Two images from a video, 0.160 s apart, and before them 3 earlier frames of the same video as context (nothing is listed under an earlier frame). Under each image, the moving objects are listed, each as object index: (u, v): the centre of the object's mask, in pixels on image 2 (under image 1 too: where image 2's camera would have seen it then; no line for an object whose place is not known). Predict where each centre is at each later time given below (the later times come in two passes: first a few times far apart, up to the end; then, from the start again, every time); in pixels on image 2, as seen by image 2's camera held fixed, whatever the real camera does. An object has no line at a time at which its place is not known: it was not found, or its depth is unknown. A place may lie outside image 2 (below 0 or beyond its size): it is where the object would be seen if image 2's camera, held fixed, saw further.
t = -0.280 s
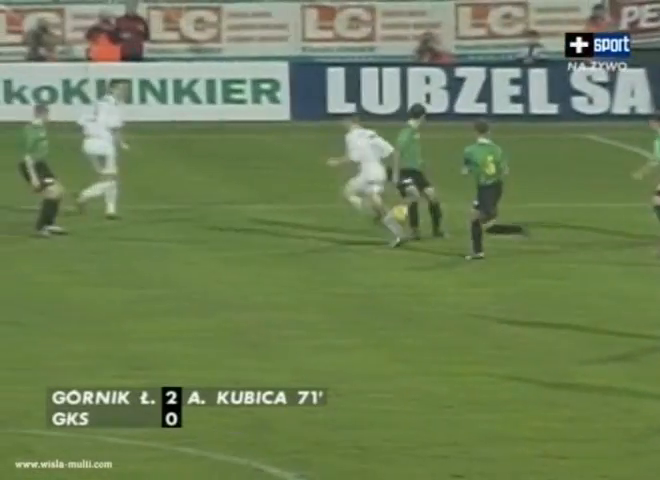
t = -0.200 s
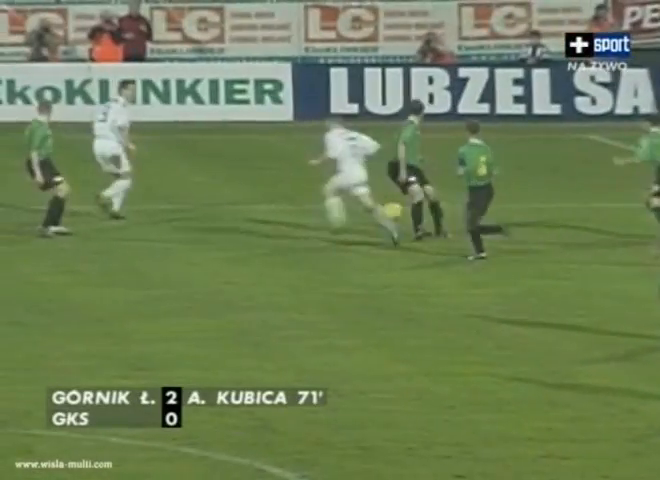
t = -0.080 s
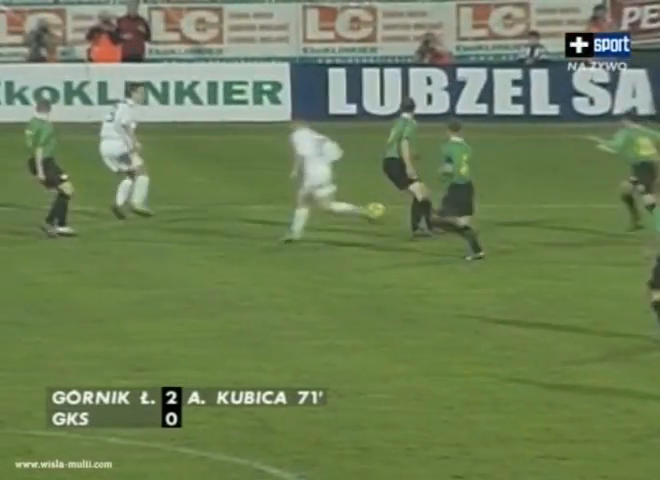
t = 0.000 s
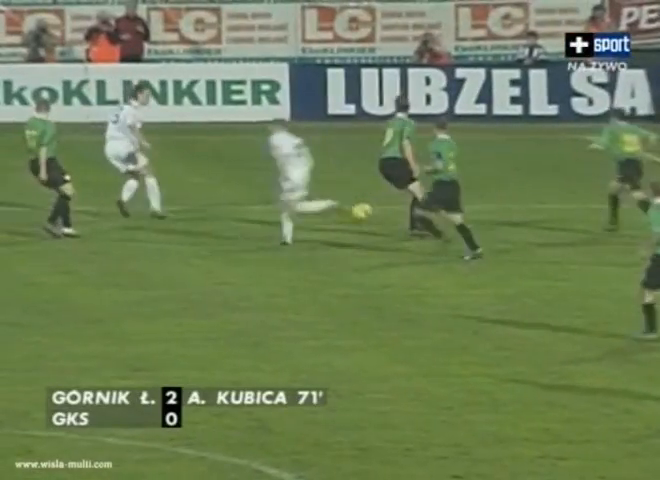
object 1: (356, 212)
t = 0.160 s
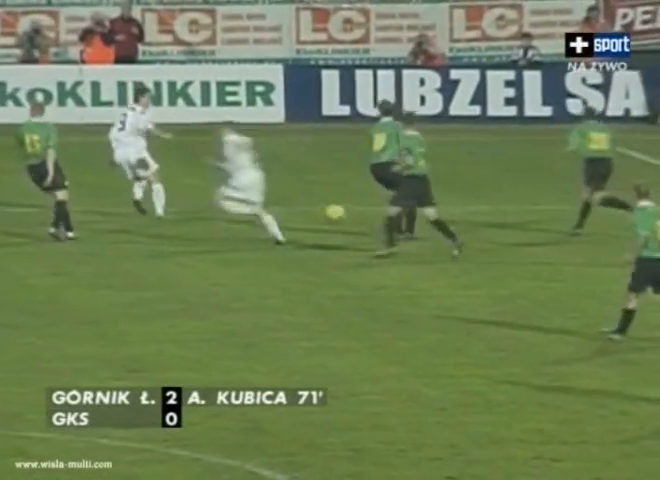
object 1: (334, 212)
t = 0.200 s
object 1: (329, 210)
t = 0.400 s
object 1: (305, 204)
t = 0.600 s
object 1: (280, 206)
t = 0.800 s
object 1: (256, 201)
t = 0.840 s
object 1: (252, 201)
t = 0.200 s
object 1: (329, 210)
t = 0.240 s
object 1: (324, 208)
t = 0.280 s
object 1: (320, 207)
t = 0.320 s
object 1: (315, 205)
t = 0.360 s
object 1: (310, 204)
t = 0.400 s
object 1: (305, 204)
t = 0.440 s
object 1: (300, 203)
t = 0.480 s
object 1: (295, 203)
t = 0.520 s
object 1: (289, 204)
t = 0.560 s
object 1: (283, 204)
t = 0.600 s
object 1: (280, 206)
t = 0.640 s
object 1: (275, 206)
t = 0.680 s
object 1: (270, 205)
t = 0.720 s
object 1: (265, 204)
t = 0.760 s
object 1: (260, 203)
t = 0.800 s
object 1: (256, 201)
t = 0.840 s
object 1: (252, 201)
